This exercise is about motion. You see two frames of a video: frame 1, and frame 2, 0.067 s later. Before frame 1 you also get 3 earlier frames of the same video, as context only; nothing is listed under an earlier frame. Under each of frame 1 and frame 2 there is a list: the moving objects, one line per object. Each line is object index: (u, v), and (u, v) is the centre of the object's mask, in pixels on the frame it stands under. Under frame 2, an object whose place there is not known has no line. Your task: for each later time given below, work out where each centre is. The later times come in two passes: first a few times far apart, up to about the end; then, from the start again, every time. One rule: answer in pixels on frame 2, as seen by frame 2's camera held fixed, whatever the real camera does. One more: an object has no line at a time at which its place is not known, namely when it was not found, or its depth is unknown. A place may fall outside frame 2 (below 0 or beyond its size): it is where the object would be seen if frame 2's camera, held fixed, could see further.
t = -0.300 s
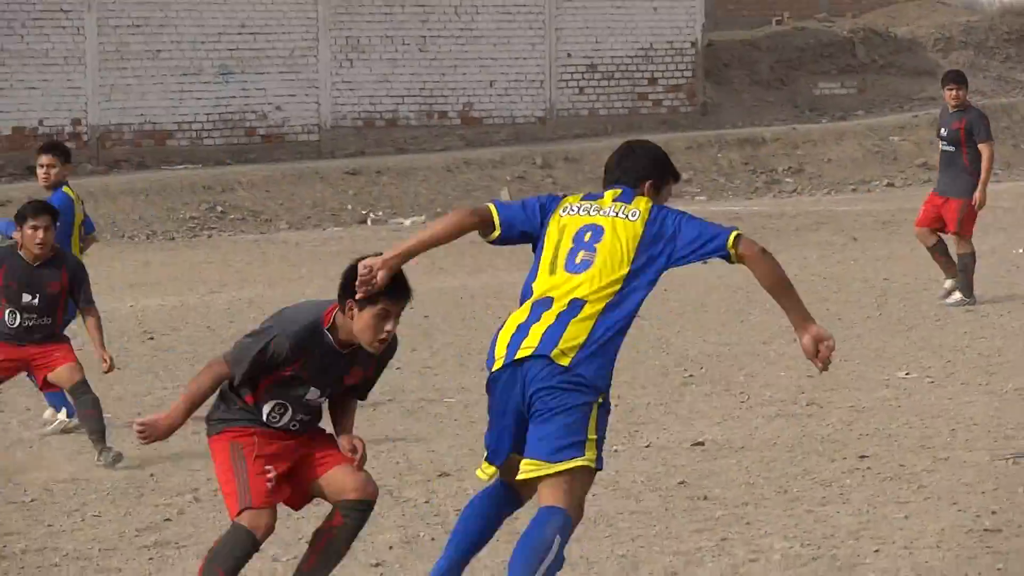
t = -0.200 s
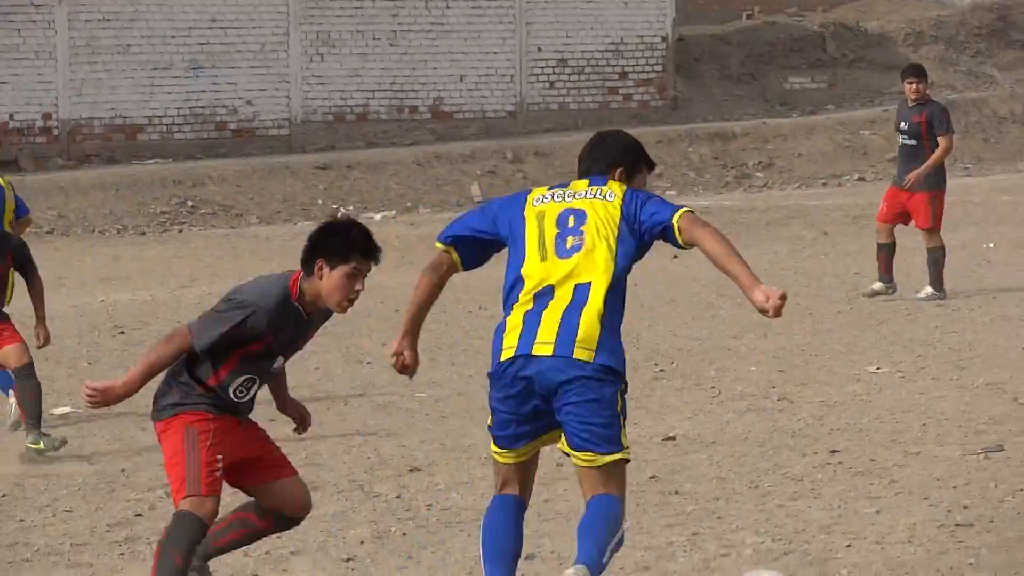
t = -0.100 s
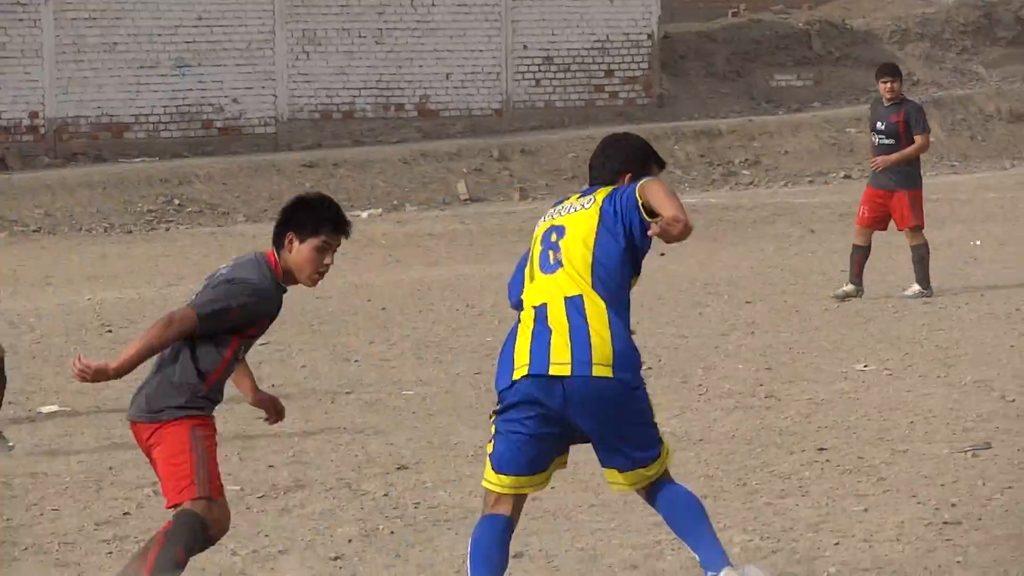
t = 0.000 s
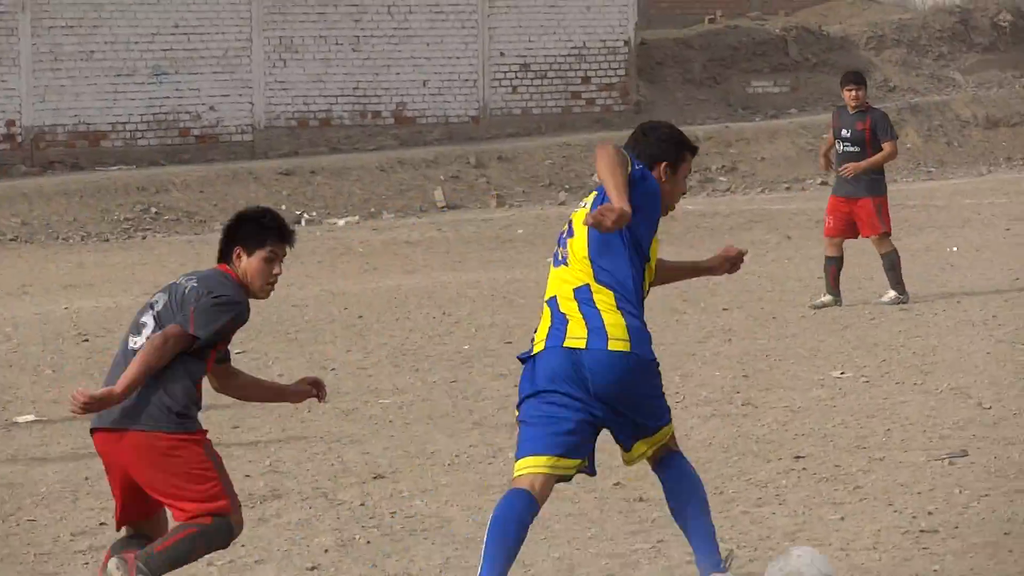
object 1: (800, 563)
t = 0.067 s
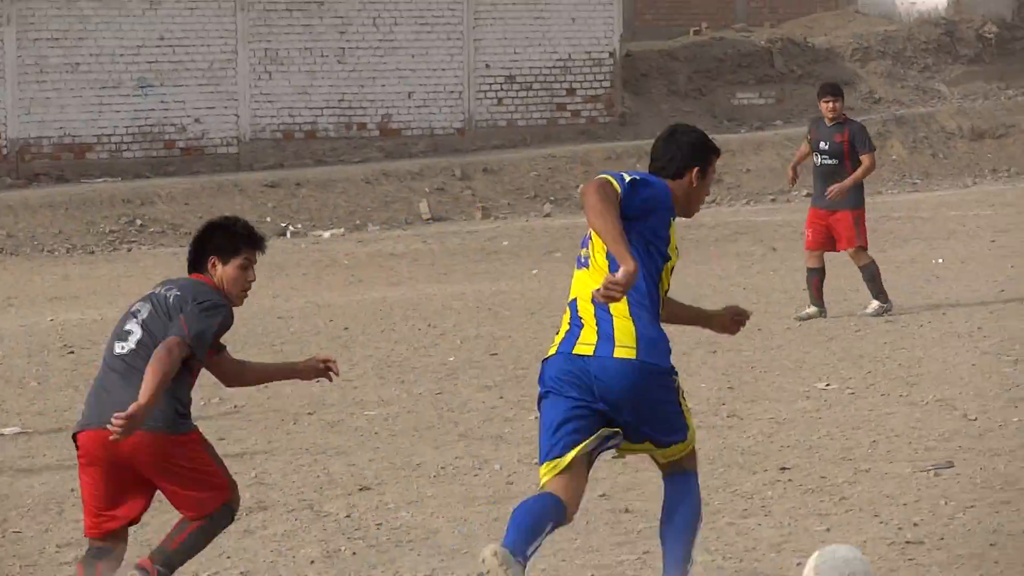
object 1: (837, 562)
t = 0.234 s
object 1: (946, 541)
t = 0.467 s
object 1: (1041, 487)
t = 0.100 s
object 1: (863, 561)
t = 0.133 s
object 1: (885, 555)
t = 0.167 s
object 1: (905, 549)
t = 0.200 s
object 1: (926, 544)
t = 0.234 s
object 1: (946, 541)
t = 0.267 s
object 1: (965, 540)
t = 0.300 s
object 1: (982, 537)
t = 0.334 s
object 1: (994, 524)
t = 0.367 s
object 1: (1005, 510)
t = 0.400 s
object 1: (1016, 499)
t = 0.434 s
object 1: (1029, 491)
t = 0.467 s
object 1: (1041, 487)
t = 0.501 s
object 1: (1054, 487)
